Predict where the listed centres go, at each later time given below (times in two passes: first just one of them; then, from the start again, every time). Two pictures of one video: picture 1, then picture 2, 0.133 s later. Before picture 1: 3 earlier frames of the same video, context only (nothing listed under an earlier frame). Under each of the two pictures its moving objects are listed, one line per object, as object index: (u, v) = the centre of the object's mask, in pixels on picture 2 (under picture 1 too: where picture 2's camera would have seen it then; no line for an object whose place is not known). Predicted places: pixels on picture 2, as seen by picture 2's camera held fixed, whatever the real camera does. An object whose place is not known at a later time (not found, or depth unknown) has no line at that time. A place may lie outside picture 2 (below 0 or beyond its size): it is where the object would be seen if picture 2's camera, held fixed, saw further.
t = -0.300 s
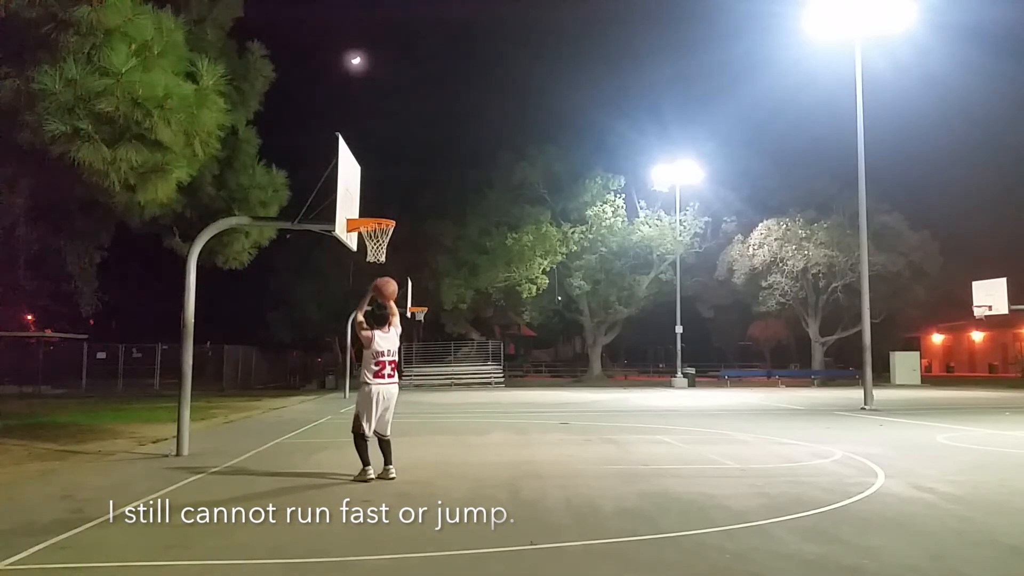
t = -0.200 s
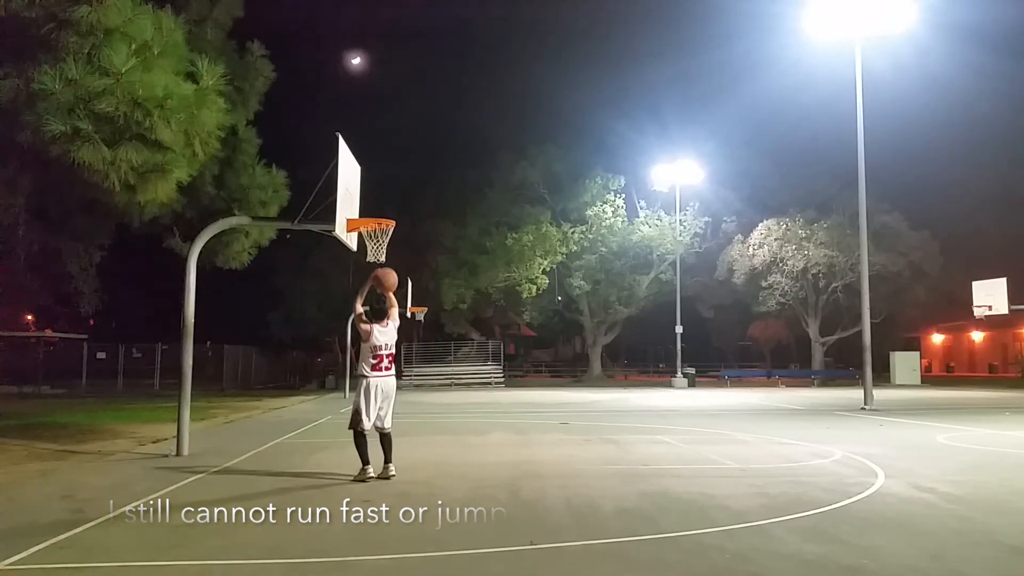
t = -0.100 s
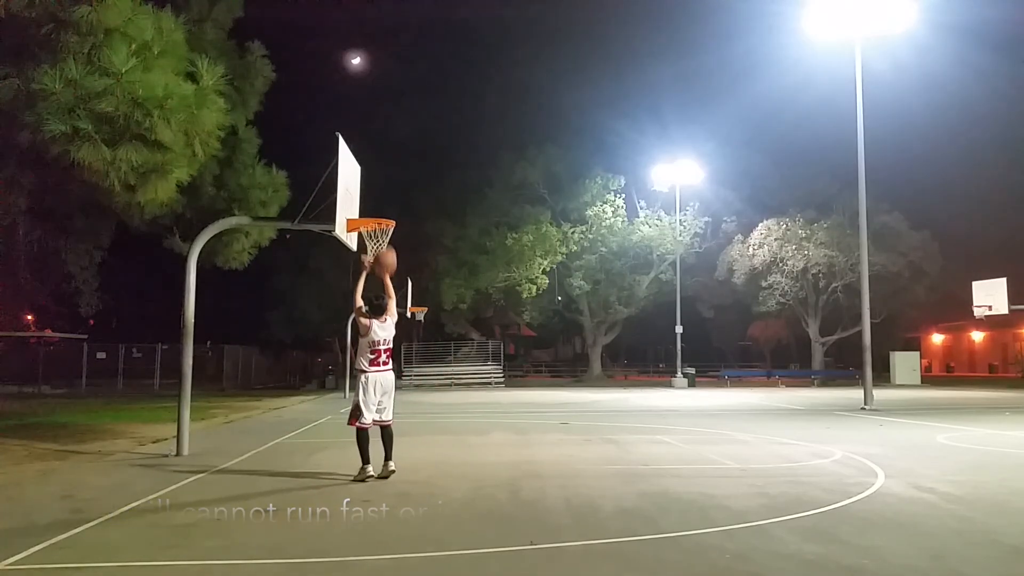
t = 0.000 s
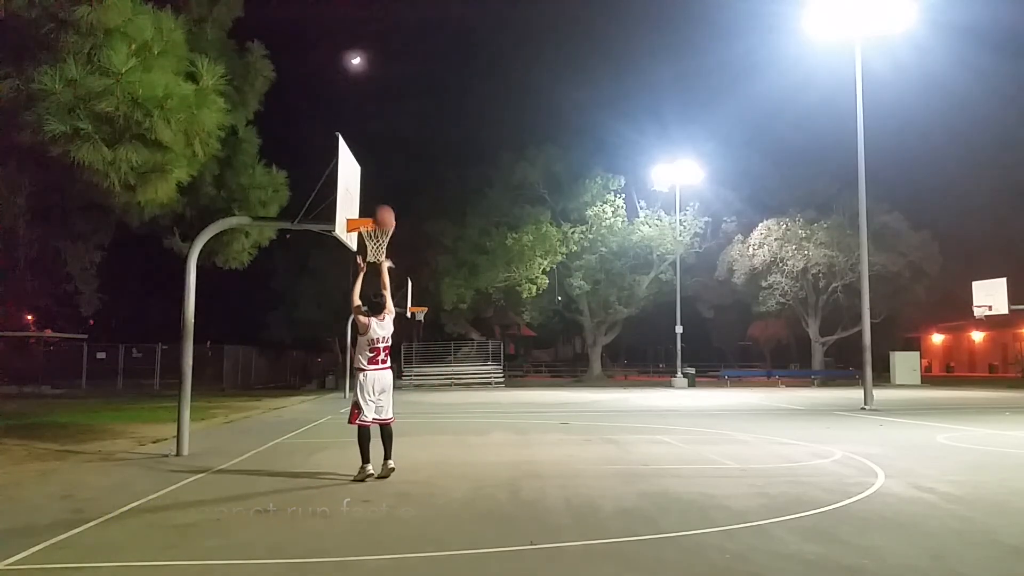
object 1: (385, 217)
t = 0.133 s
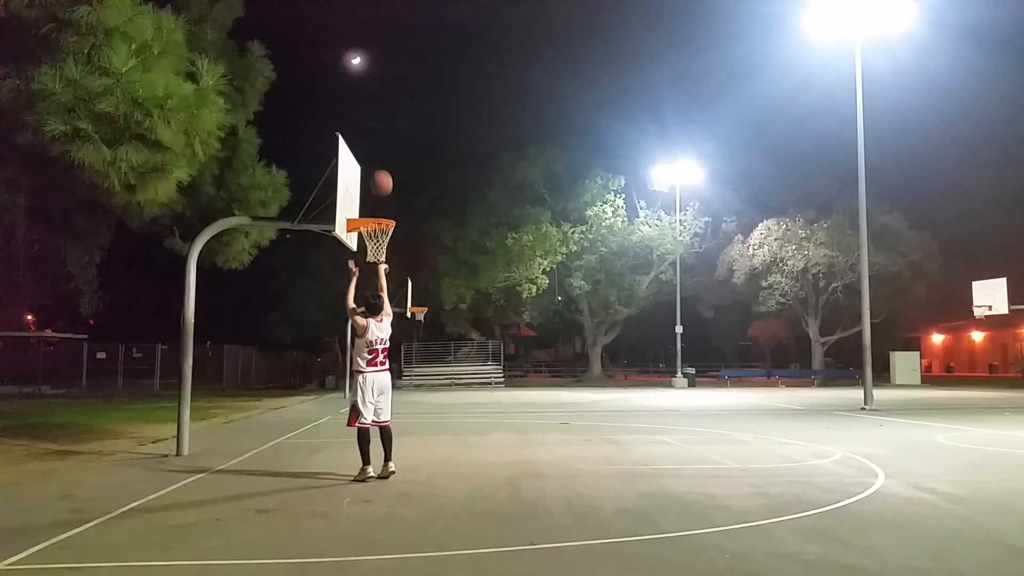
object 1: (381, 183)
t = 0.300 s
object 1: (379, 162)
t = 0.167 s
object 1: (381, 177)
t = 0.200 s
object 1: (380, 172)
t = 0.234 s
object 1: (380, 167)
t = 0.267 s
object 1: (379, 164)
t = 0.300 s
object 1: (379, 162)
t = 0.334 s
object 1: (378, 161)
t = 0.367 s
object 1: (378, 161)
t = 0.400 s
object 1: (377, 161)
